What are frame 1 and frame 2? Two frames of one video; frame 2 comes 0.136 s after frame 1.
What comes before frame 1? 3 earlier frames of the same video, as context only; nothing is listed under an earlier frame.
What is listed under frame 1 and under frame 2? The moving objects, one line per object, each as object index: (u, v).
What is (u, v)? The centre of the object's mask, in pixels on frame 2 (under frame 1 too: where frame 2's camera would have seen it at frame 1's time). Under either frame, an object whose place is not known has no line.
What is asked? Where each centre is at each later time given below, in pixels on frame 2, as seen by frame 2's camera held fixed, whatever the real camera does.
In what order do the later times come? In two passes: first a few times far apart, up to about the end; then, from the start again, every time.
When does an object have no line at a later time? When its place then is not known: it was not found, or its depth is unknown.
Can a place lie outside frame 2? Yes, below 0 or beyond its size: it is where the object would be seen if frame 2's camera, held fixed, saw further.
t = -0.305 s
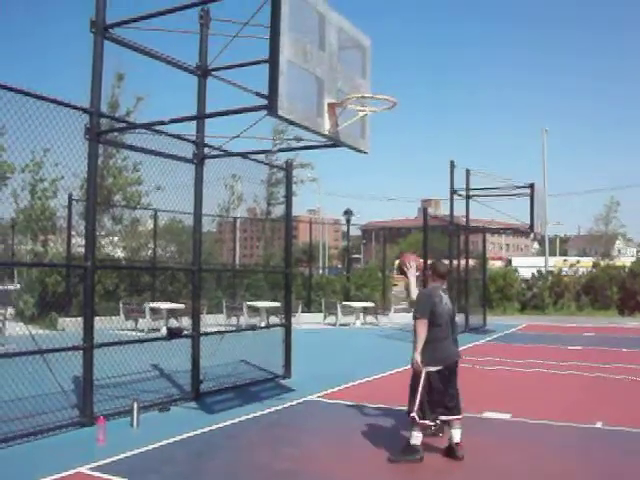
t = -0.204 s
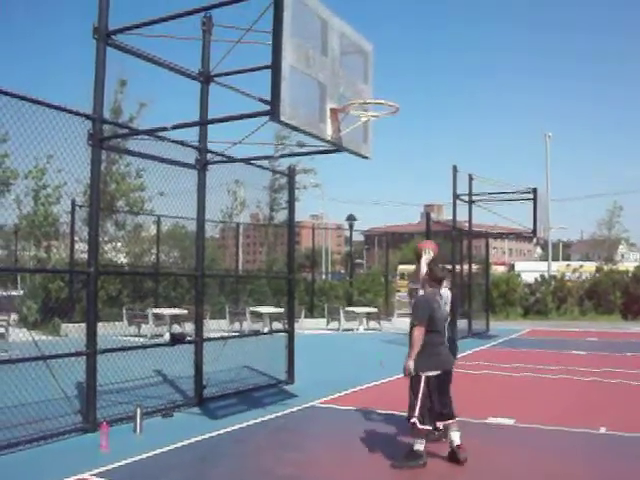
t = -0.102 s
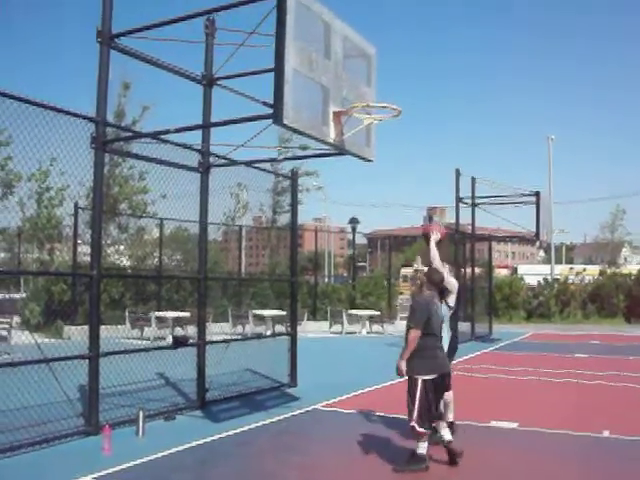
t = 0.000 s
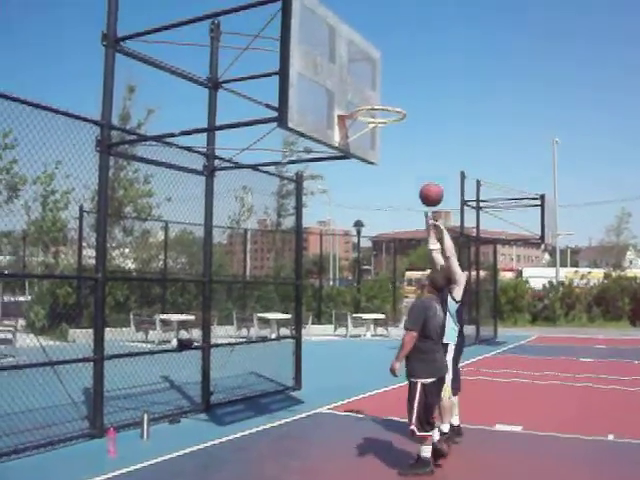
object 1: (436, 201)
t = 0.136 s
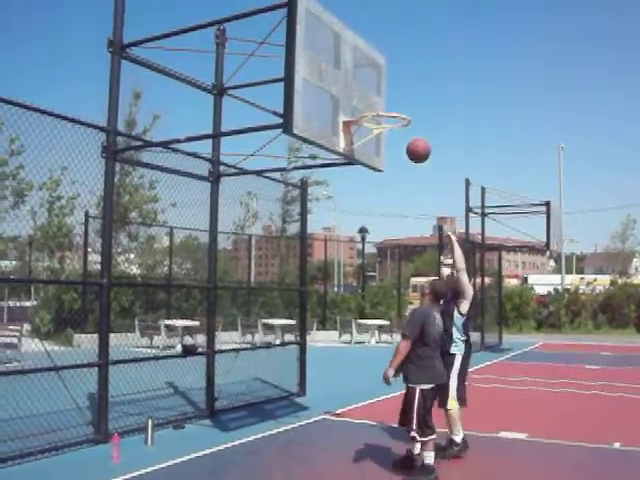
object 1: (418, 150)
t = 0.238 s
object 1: (404, 125)
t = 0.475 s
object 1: (373, 104)
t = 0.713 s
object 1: (388, 114)
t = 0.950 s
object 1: (403, 140)
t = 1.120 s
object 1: (412, 187)
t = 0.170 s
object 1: (413, 141)
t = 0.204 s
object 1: (409, 134)
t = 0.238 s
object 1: (404, 125)
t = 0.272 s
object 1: (400, 118)
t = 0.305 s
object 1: (395, 113)
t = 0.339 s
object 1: (390, 109)
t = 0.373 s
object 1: (386, 105)
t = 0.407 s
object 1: (381, 104)
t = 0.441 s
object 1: (375, 104)
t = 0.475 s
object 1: (373, 104)
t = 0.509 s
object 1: (376, 105)
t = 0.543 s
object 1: (378, 107)
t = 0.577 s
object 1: (380, 113)
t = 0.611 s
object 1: (382, 115)
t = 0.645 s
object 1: (383, 115)
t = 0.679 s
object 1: (385, 115)
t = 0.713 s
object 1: (388, 114)
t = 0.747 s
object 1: (390, 114)
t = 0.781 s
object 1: (392, 115)
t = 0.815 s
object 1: (395, 116)
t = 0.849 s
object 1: (397, 122)
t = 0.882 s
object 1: (401, 130)
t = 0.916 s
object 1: (401, 133)
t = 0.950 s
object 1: (403, 140)
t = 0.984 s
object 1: (404, 147)
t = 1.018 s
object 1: (406, 156)
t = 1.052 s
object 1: (408, 166)
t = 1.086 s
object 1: (410, 176)
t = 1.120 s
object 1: (412, 187)
